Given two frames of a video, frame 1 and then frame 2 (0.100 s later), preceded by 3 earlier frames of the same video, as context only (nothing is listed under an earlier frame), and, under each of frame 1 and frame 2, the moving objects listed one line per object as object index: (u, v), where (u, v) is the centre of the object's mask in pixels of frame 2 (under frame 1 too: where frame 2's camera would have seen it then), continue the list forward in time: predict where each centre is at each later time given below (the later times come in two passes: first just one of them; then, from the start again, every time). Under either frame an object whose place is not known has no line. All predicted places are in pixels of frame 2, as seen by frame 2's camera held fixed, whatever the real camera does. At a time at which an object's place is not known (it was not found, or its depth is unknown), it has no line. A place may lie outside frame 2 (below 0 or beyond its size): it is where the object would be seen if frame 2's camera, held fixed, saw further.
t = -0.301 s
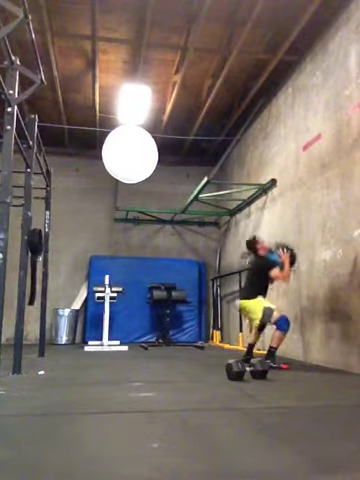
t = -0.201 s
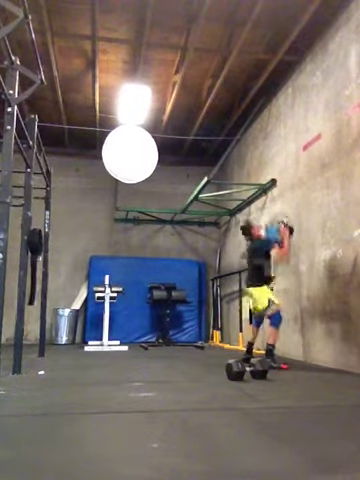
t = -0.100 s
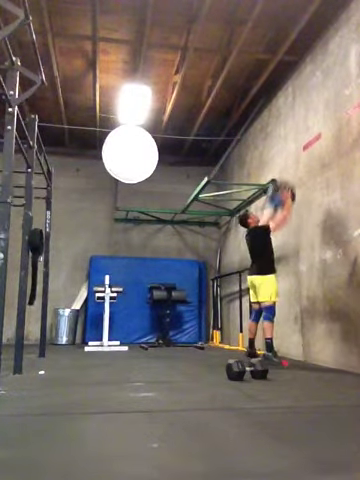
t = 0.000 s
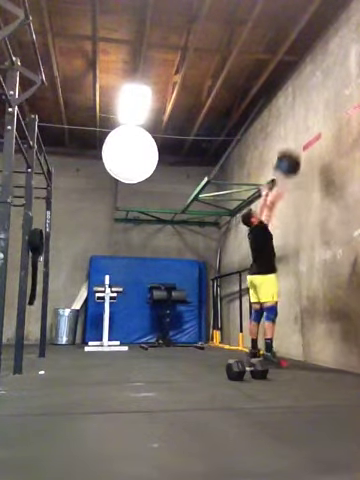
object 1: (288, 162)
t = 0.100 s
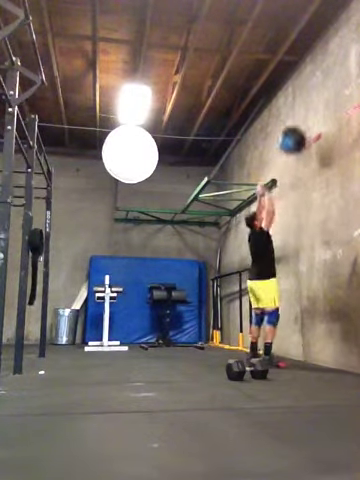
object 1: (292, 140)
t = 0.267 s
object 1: (302, 117)
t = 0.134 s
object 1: (294, 134)
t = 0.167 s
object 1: (296, 128)
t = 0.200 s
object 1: (300, 124)
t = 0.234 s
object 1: (301, 120)
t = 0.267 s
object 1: (302, 117)
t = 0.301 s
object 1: (302, 115)
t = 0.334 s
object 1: (302, 113)
